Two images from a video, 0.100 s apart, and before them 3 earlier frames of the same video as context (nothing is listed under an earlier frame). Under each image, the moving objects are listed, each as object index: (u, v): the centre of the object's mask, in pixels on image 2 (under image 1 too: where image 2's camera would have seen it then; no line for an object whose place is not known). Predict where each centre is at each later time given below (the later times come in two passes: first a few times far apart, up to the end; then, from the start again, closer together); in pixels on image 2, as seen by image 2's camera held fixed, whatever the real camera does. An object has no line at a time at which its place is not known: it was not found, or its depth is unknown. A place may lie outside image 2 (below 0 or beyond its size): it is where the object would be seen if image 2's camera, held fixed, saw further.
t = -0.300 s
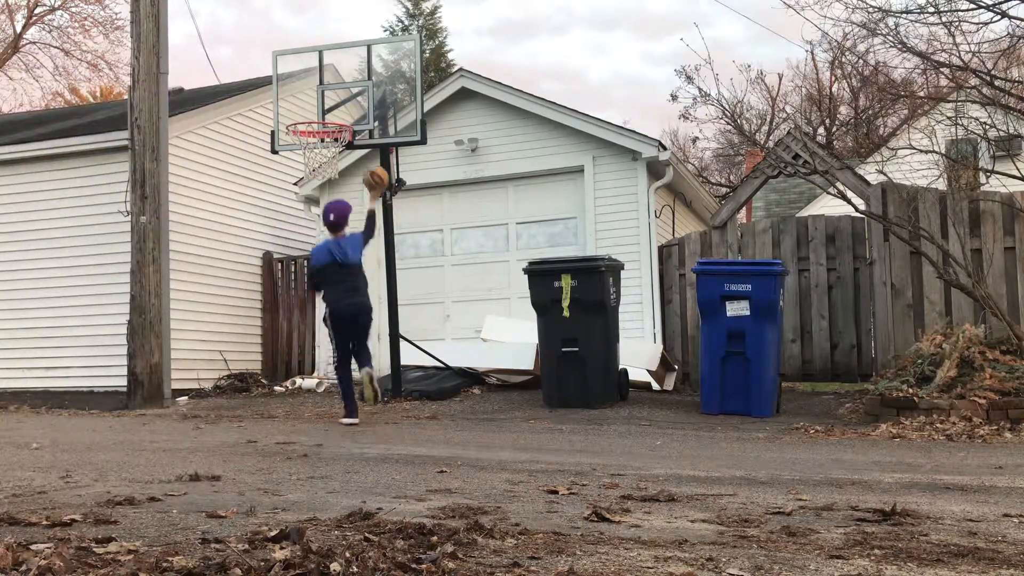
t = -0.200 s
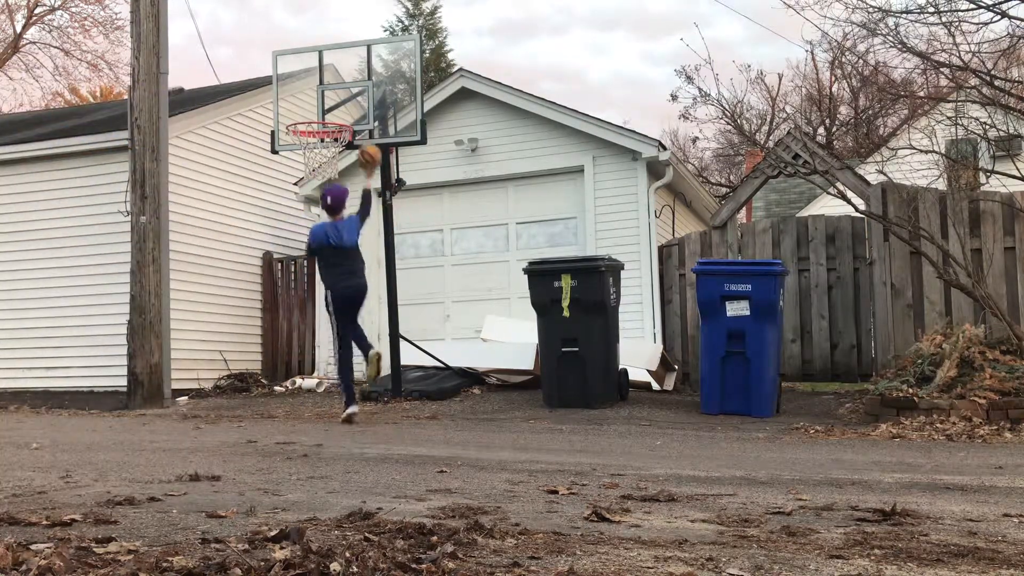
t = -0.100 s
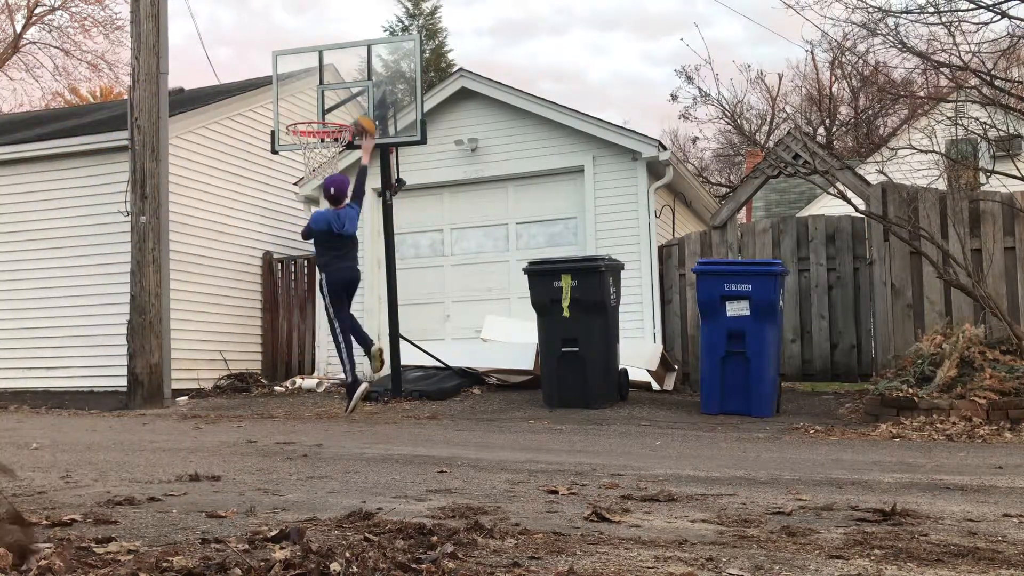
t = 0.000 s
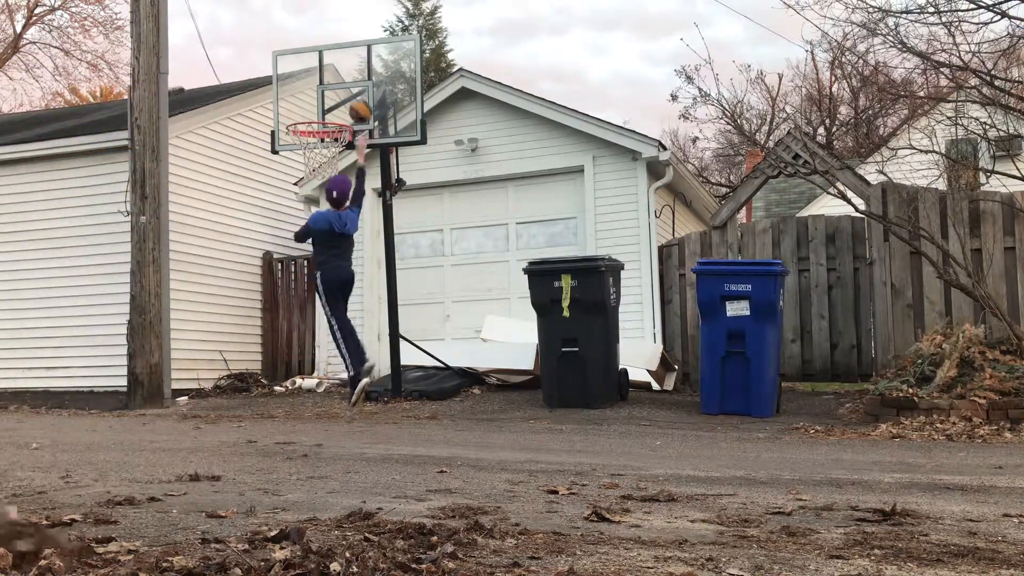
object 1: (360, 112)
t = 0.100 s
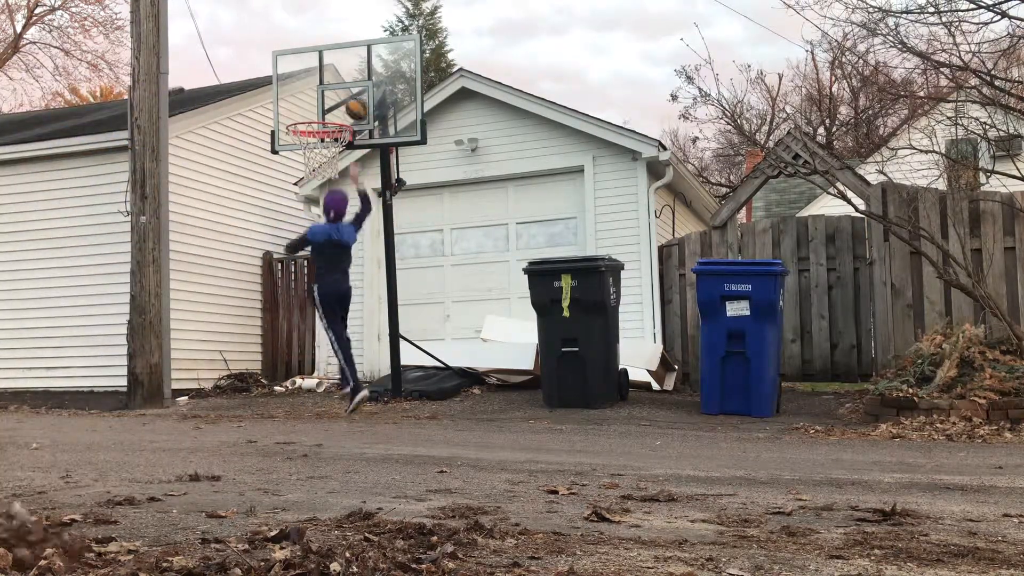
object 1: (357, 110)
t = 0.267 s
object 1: (331, 118)
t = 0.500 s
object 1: (301, 155)
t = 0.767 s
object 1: (315, 213)
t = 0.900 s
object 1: (321, 275)
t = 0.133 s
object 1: (356, 112)
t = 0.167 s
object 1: (353, 112)
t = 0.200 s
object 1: (346, 112)
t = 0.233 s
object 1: (338, 114)
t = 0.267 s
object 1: (331, 118)
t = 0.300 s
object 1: (324, 126)
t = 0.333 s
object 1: (316, 133)
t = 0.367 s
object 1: (310, 140)
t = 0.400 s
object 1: (304, 149)
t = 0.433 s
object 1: (302, 153)
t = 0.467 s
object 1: (302, 155)
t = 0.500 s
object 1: (301, 155)
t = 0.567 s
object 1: (305, 164)
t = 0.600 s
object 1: (307, 168)
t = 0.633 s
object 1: (309, 172)
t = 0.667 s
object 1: (310, 180)
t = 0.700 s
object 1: (313, 188)
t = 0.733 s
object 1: (313, 200)
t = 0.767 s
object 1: (315, 213)
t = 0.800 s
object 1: (317, 225)
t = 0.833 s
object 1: (318, 240)
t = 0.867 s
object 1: (319, 256)
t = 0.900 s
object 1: (321, 275)
